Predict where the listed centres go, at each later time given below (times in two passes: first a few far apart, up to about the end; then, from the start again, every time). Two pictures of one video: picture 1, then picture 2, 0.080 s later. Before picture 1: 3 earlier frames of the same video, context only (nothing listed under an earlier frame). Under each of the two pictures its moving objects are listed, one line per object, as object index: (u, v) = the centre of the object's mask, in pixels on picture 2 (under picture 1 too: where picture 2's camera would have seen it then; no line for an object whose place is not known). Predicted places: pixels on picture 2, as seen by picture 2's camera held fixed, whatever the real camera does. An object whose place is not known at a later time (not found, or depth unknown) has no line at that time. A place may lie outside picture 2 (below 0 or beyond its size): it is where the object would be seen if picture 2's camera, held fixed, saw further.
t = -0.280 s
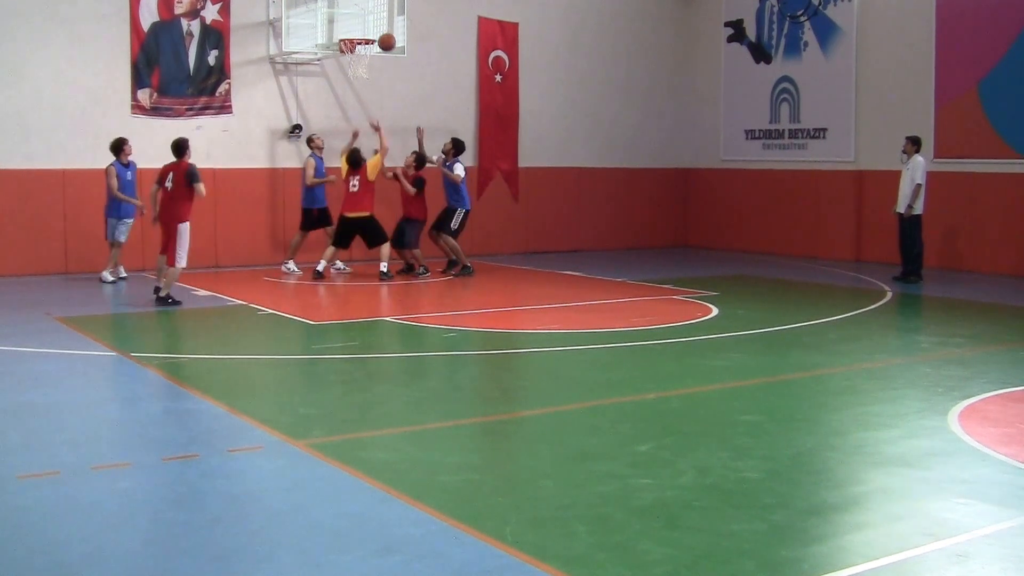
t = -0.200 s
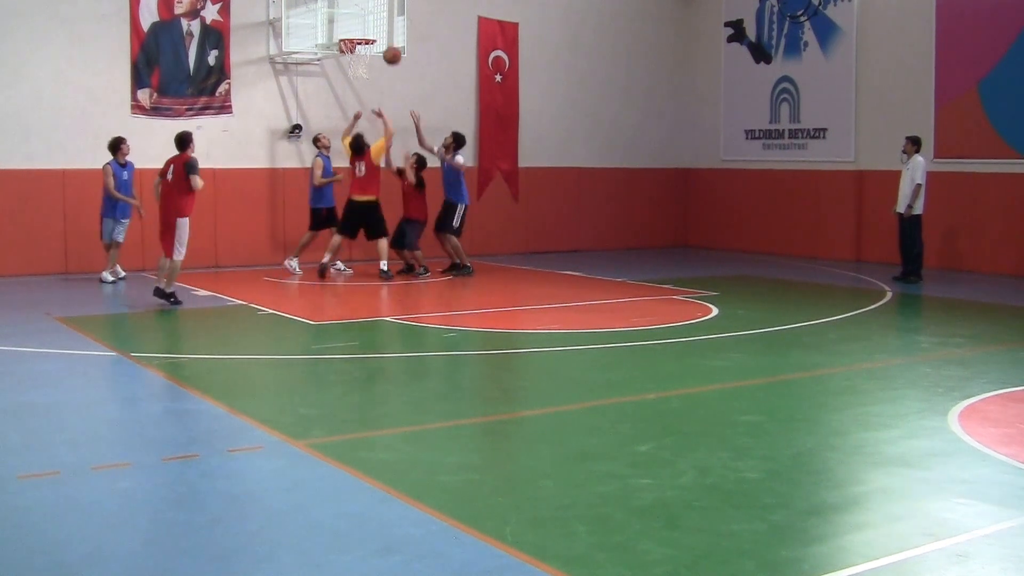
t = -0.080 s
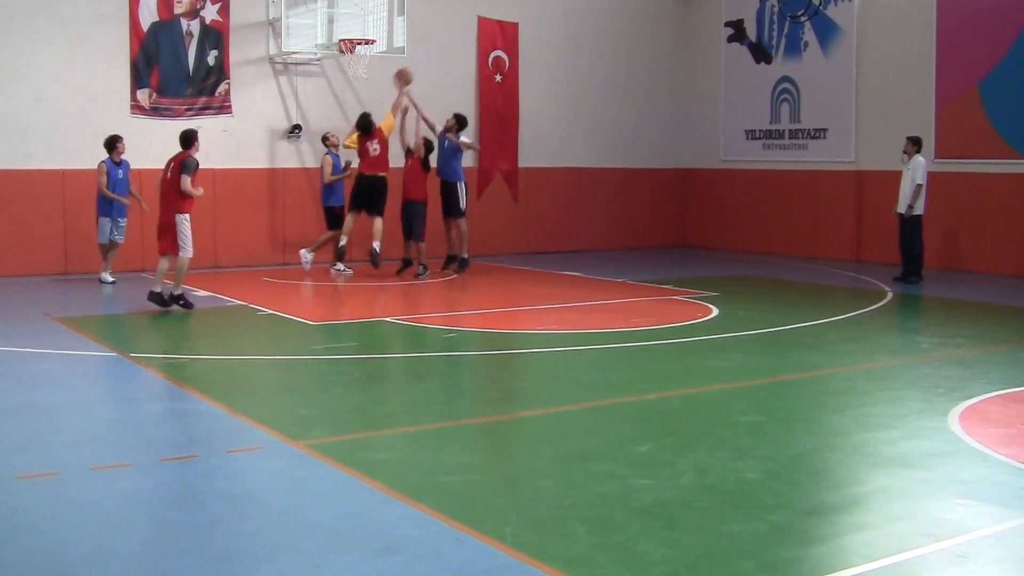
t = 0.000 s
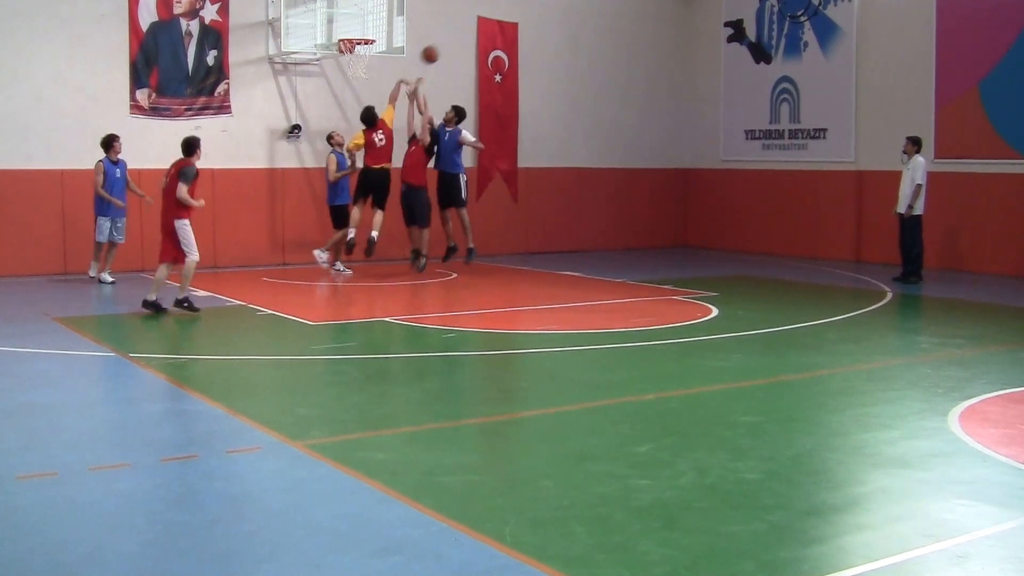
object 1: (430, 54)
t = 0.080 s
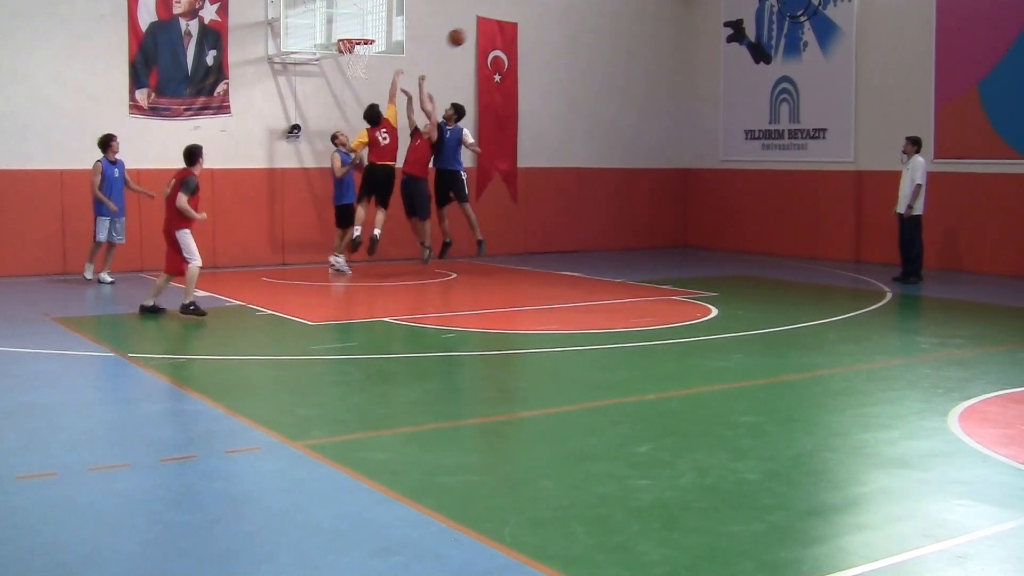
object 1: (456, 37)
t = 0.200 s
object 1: (495, 21)
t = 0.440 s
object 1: (565, 21)
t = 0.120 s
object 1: (469, 30)
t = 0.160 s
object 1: (480, 25)
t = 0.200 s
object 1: (495, 21)
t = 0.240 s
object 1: (506, 17)
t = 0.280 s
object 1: (519, 16)
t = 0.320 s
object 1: (531, 16)
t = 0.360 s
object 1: (542, 16)
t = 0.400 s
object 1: (554, 18)
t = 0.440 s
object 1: (565, 21)
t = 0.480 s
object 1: (576, 25)
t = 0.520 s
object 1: (588, 29)
